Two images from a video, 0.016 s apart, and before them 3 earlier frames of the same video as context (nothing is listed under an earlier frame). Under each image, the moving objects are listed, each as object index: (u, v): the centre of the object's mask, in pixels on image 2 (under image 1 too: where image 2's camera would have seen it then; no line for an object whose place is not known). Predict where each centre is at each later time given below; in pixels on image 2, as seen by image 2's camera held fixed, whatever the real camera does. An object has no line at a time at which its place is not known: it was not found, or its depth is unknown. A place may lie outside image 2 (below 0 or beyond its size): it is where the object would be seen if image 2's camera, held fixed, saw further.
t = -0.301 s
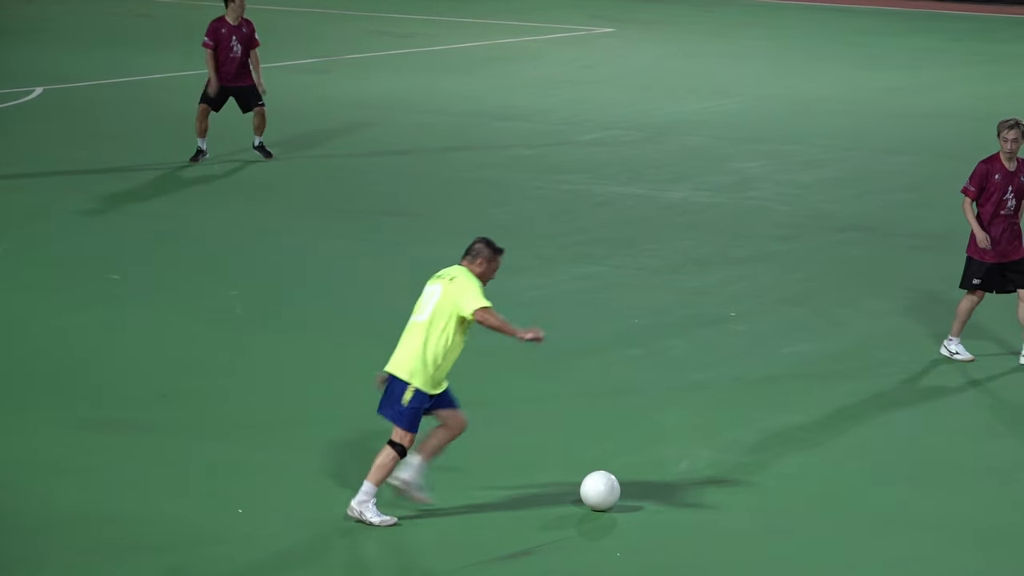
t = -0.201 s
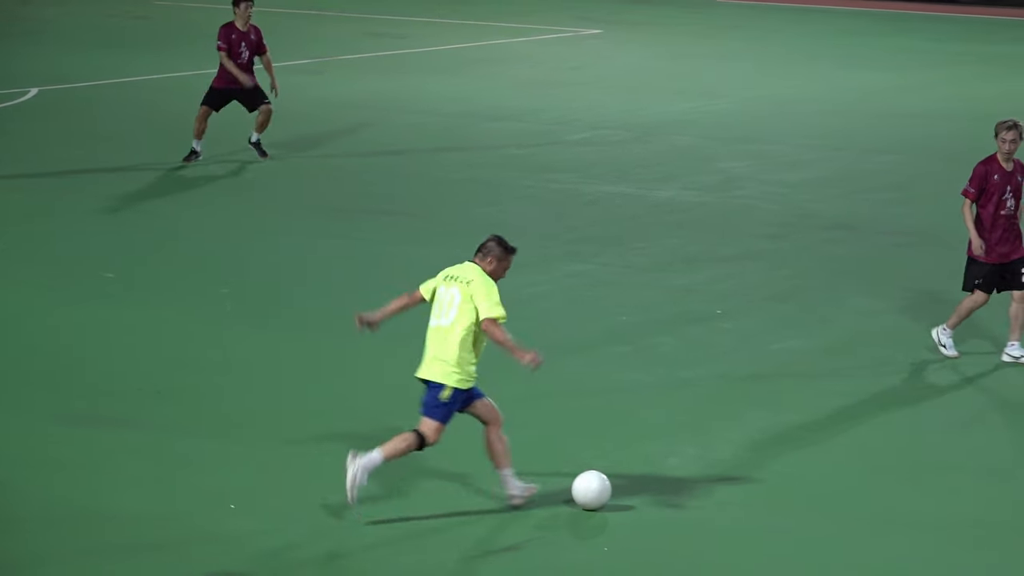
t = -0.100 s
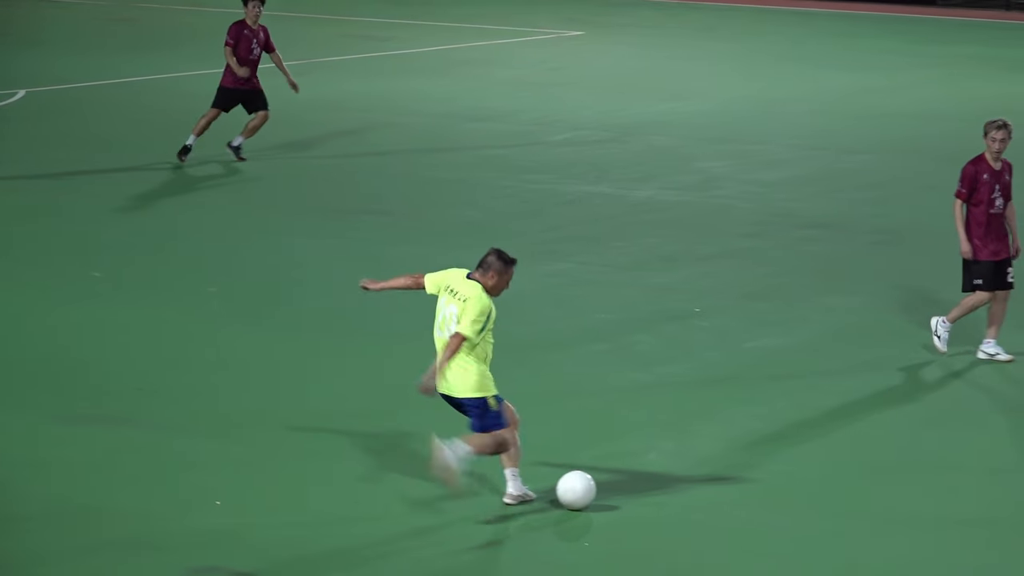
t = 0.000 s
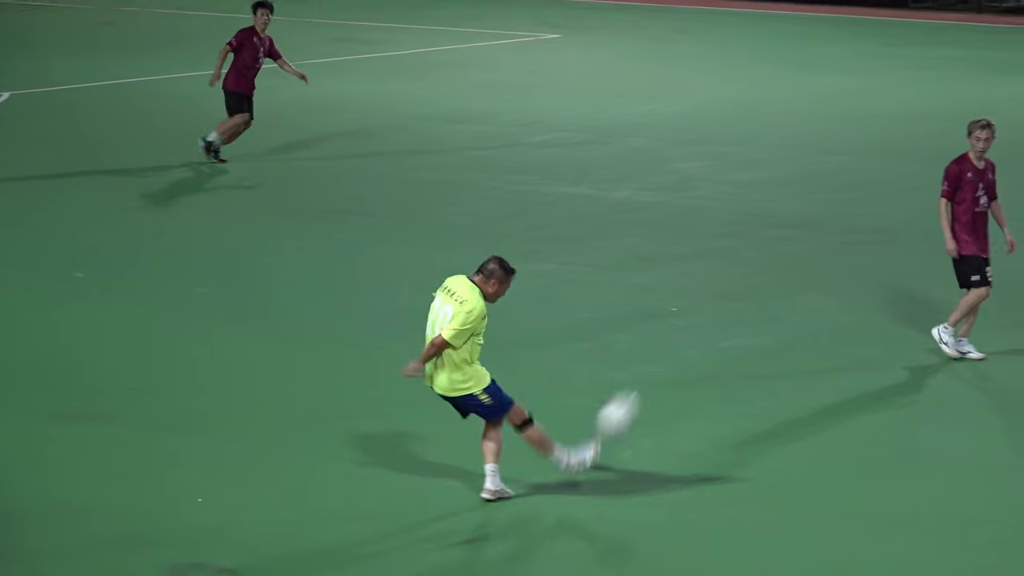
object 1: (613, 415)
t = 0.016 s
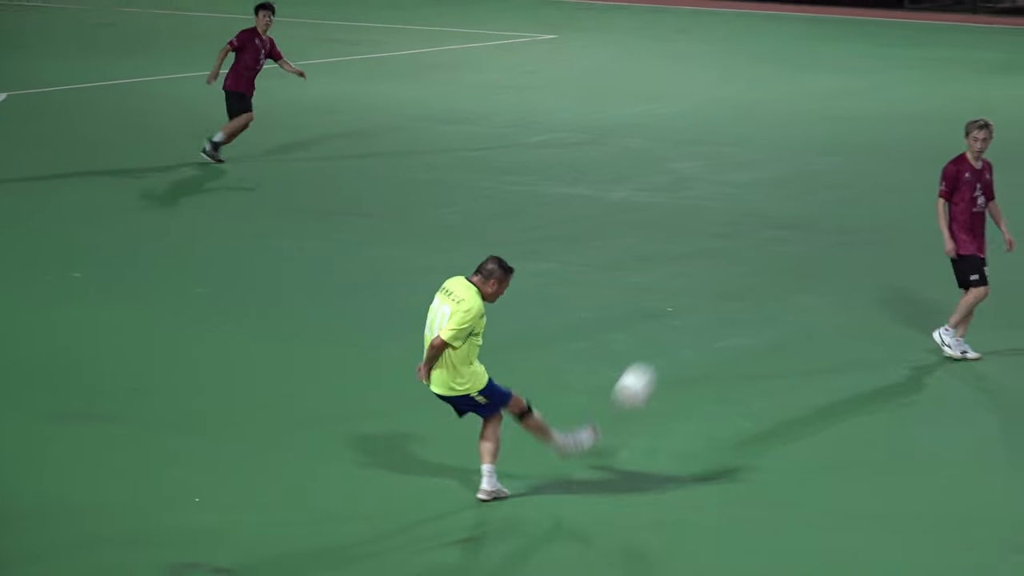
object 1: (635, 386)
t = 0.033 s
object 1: (655, 364)
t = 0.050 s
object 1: (674, 339)
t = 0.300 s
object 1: (867, 54)
